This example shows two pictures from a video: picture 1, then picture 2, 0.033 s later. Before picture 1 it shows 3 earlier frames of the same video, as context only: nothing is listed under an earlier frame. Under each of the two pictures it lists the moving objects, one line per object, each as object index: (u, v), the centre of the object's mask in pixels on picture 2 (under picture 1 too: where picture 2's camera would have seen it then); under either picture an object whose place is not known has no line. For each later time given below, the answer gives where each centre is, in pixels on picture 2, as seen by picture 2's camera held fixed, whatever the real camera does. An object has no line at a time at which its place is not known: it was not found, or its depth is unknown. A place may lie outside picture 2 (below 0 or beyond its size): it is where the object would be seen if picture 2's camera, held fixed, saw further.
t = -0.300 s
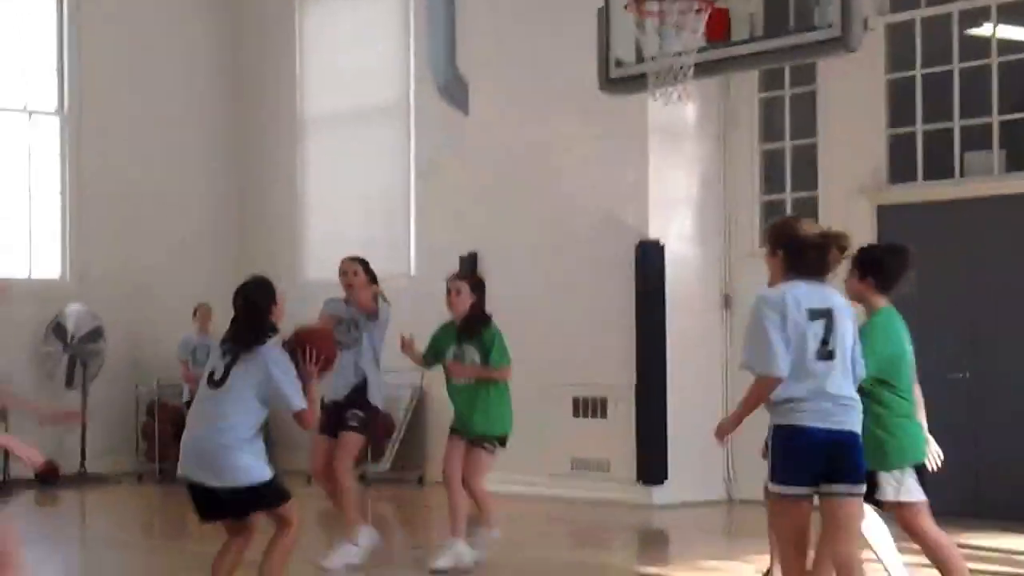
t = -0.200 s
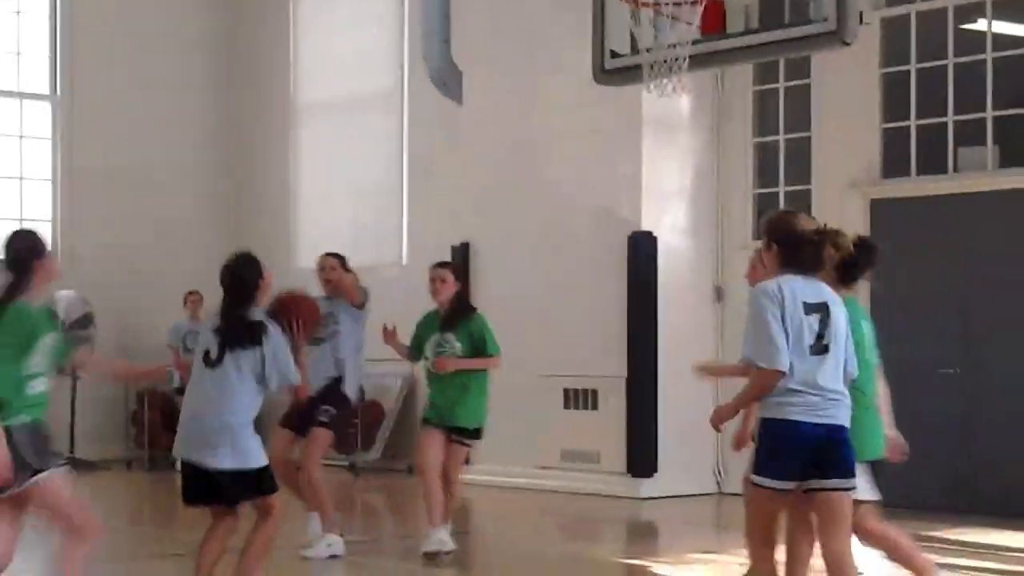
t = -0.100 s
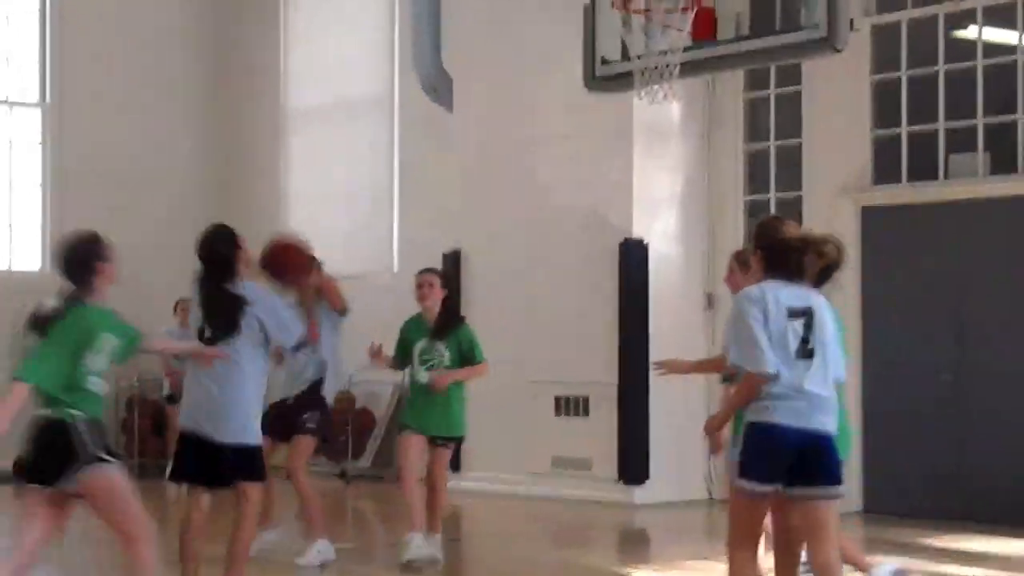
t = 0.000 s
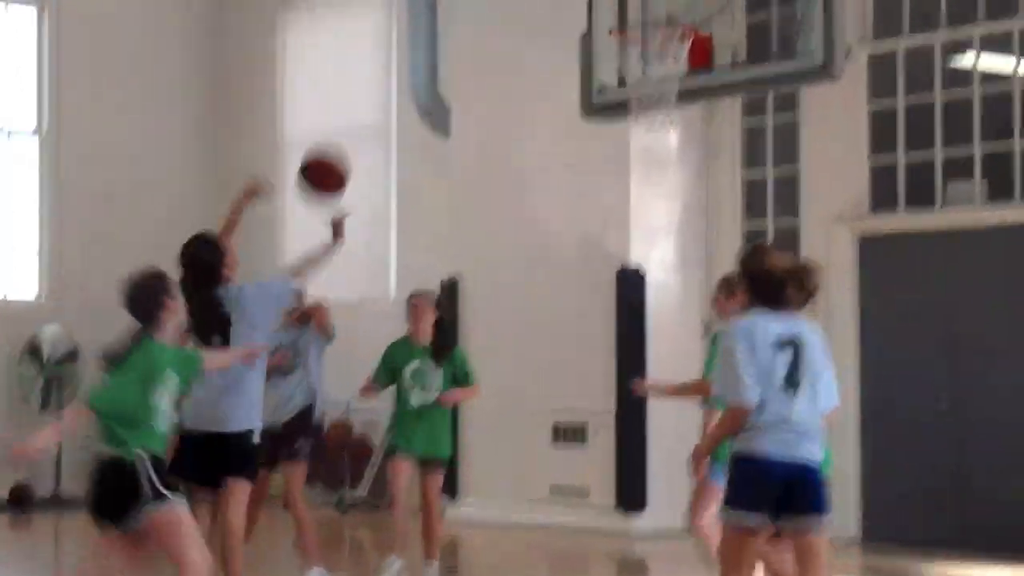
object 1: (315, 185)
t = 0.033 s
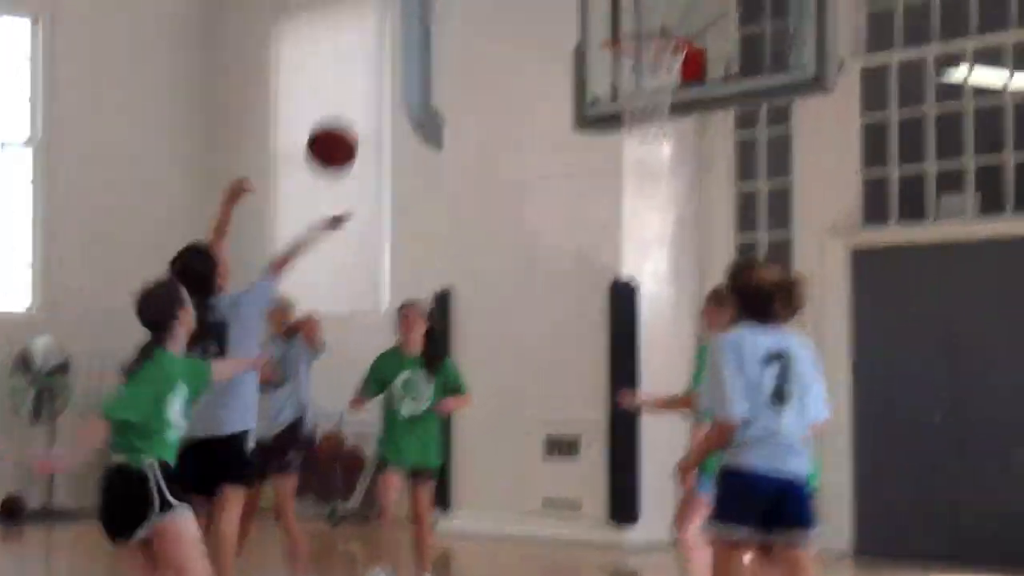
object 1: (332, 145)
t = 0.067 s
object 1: (348, 110)
